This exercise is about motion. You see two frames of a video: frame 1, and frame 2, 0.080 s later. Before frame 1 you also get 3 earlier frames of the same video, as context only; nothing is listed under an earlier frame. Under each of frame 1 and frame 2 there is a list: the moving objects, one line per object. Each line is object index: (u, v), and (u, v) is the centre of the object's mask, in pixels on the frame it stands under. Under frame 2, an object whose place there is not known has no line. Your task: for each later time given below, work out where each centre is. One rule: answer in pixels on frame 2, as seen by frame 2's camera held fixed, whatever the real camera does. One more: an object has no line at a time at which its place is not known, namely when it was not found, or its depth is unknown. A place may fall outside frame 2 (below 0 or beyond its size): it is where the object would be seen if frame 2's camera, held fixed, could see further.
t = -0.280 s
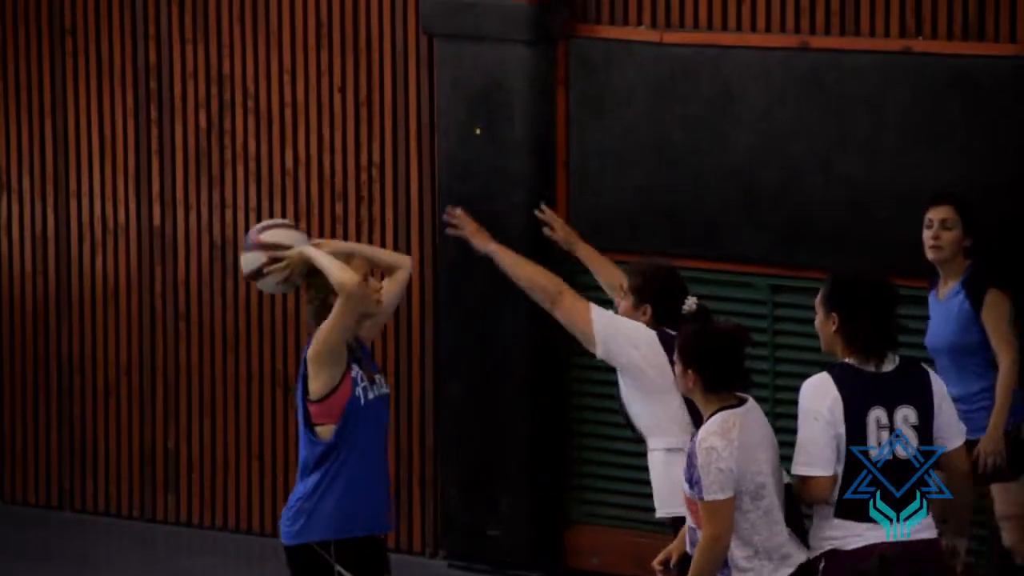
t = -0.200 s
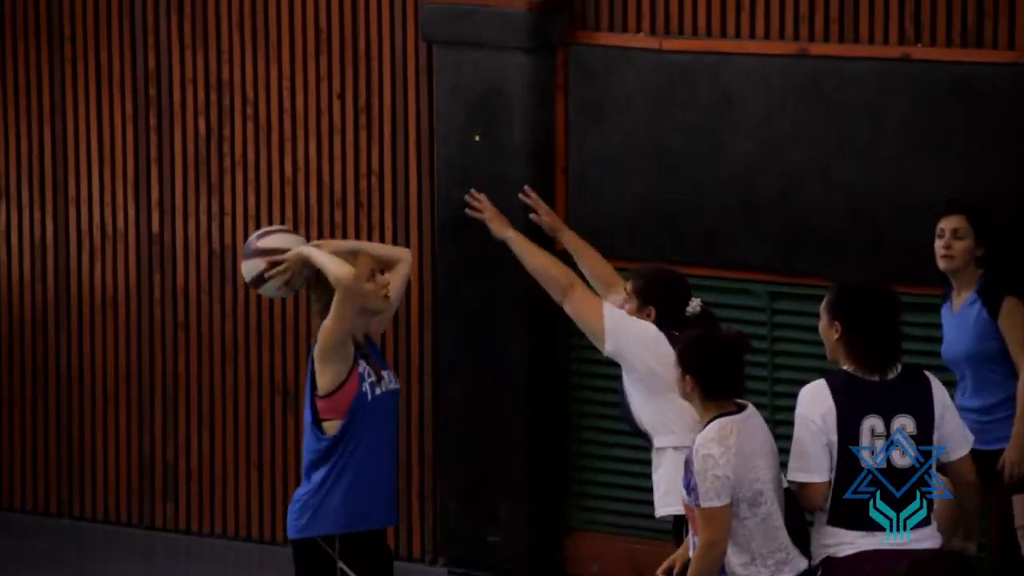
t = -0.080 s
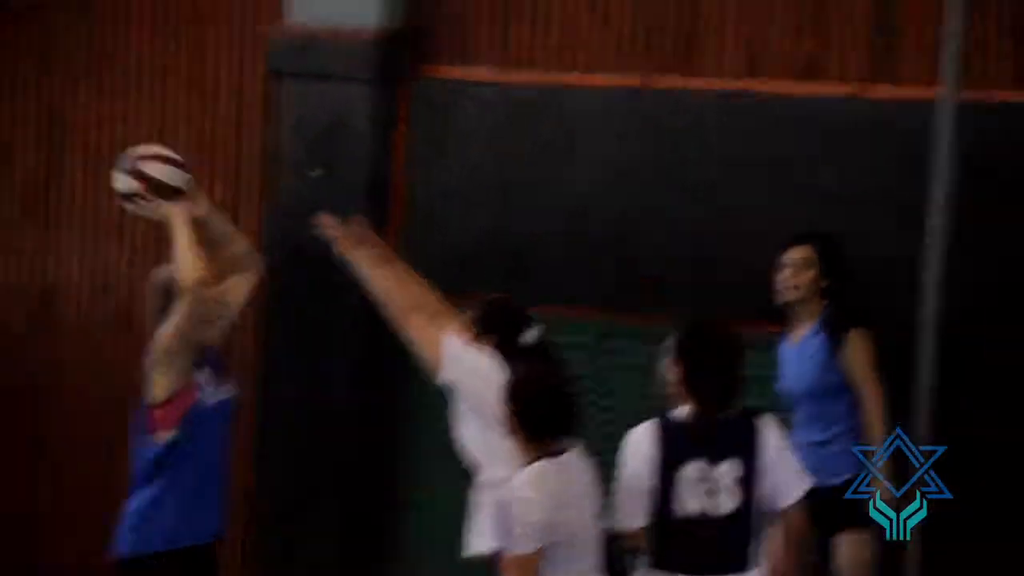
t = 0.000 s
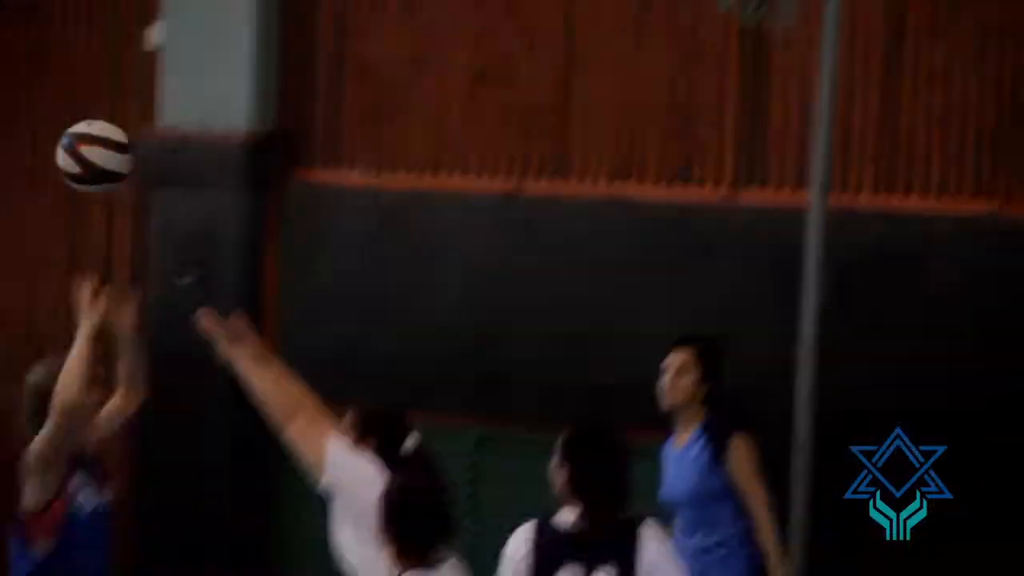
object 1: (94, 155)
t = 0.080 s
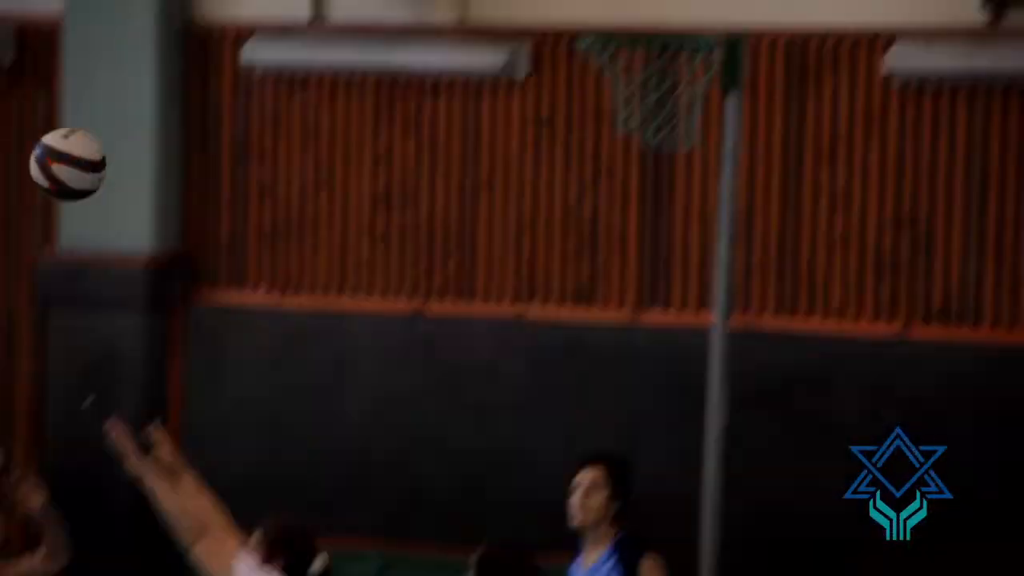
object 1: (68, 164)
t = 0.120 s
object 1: (106, 117)
